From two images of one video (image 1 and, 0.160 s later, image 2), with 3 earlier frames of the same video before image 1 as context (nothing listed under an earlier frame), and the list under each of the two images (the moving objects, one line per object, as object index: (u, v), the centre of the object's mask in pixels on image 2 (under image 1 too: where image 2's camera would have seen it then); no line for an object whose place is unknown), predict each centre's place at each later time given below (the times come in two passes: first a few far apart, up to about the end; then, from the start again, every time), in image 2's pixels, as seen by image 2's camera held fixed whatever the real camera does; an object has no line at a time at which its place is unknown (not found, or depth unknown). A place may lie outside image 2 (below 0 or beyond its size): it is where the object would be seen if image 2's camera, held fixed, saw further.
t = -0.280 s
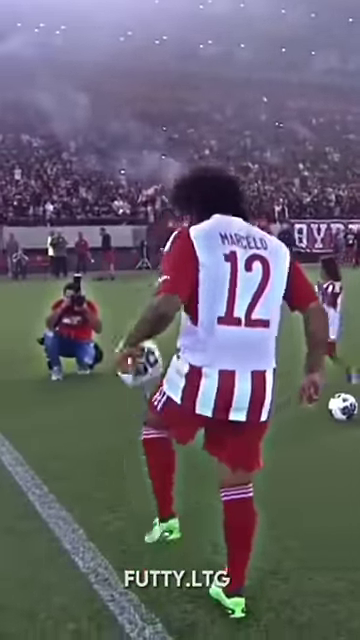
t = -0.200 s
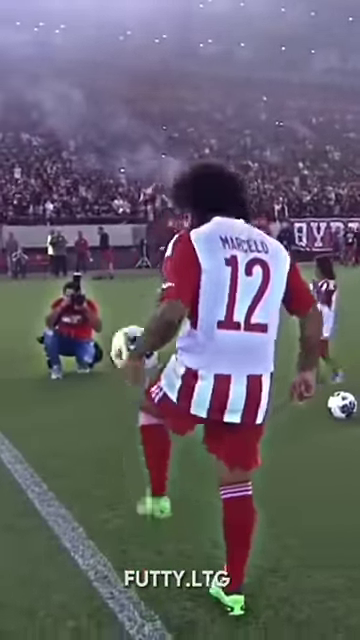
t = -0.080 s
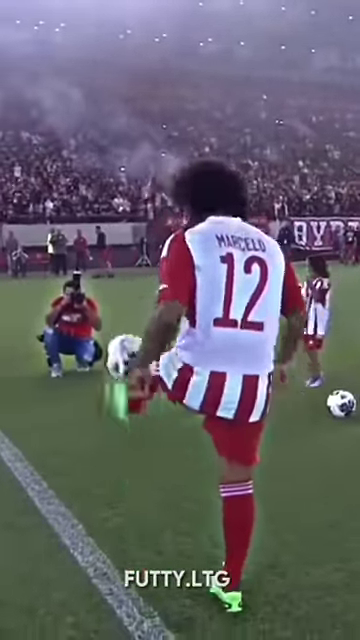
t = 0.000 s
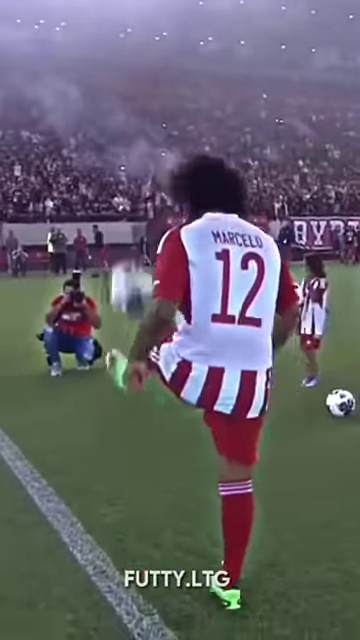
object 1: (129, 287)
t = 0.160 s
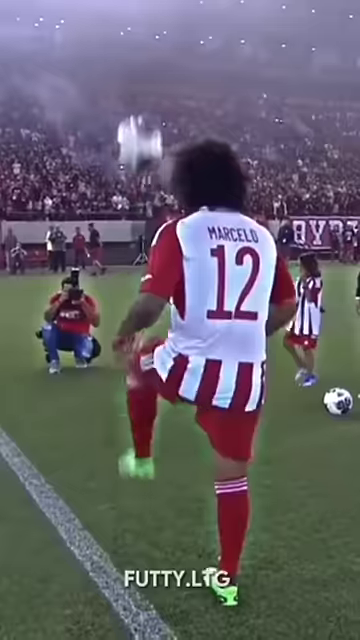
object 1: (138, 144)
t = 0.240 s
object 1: (141, 92)
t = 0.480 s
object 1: (154, 24)
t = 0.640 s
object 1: (163, 51)
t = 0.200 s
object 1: (140, 116)
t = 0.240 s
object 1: (141, 92)
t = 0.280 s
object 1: (143, 72)
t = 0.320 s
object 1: (145, 54)
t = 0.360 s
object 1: (148, 41)
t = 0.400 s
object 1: (150, 31)
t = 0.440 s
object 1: (152, 26)
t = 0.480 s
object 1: (154, 24)
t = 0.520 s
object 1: (156, 25)
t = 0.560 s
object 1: (158, 28)
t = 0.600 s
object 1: (161, 37)
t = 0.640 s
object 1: (163, 51)
